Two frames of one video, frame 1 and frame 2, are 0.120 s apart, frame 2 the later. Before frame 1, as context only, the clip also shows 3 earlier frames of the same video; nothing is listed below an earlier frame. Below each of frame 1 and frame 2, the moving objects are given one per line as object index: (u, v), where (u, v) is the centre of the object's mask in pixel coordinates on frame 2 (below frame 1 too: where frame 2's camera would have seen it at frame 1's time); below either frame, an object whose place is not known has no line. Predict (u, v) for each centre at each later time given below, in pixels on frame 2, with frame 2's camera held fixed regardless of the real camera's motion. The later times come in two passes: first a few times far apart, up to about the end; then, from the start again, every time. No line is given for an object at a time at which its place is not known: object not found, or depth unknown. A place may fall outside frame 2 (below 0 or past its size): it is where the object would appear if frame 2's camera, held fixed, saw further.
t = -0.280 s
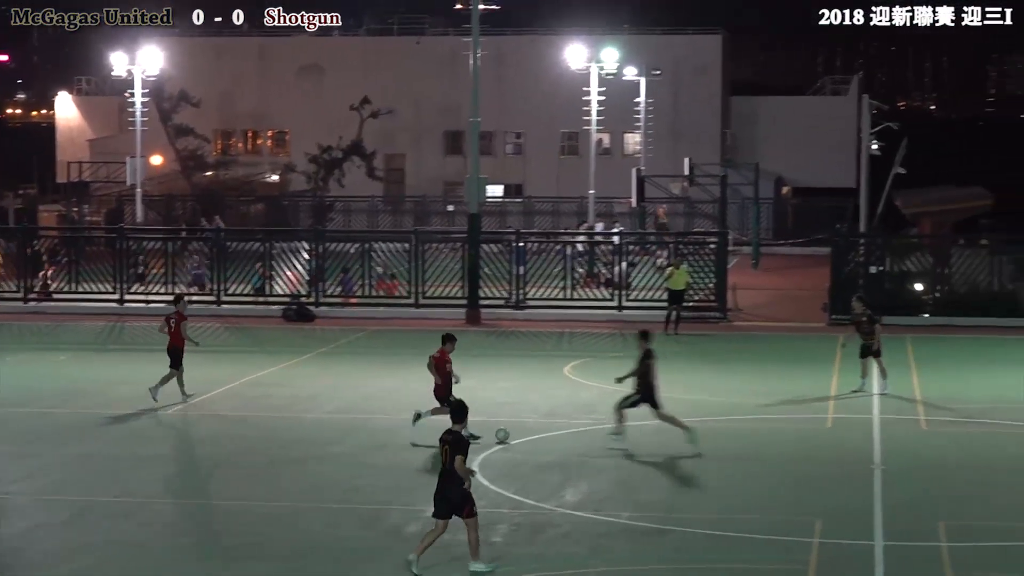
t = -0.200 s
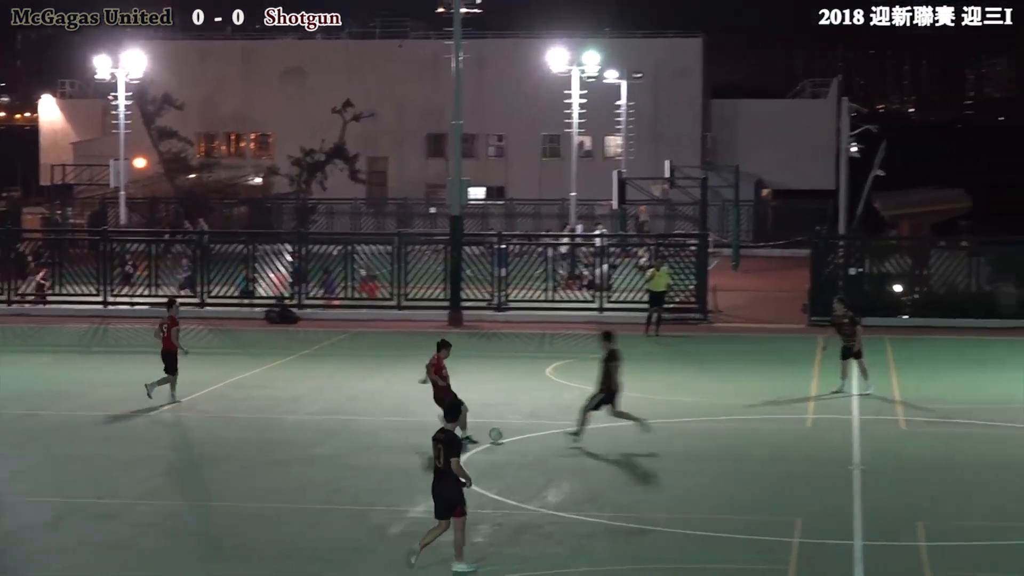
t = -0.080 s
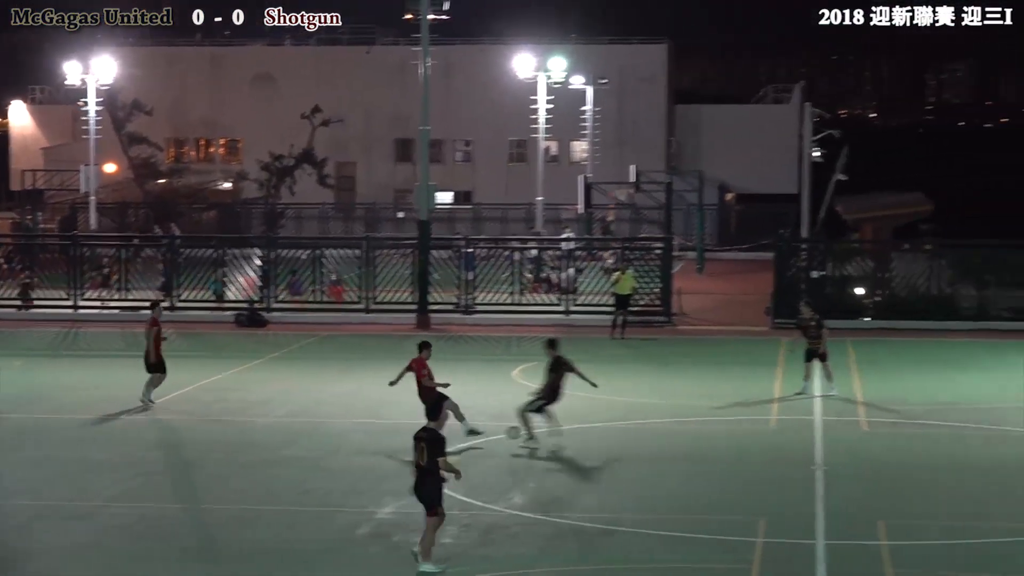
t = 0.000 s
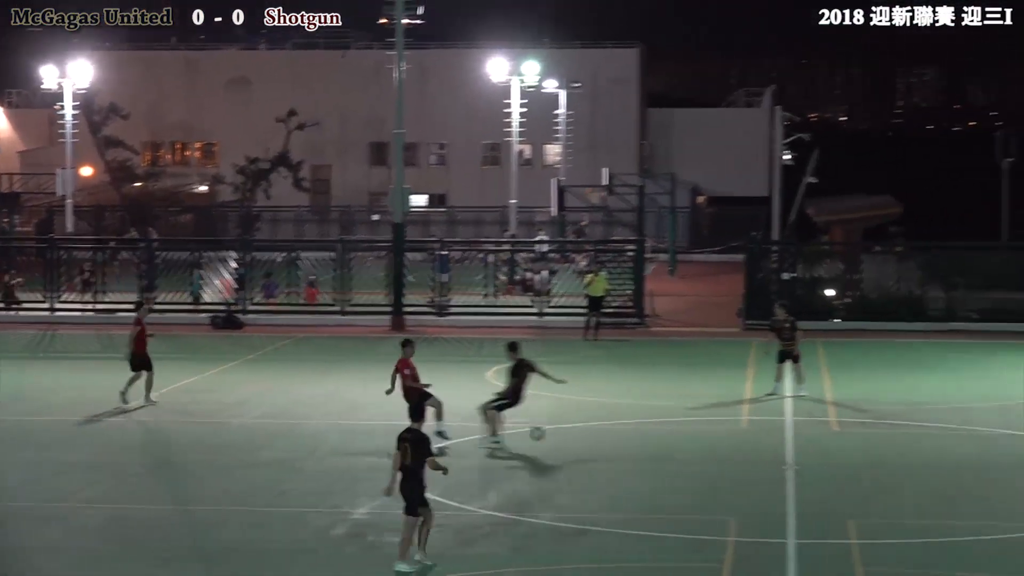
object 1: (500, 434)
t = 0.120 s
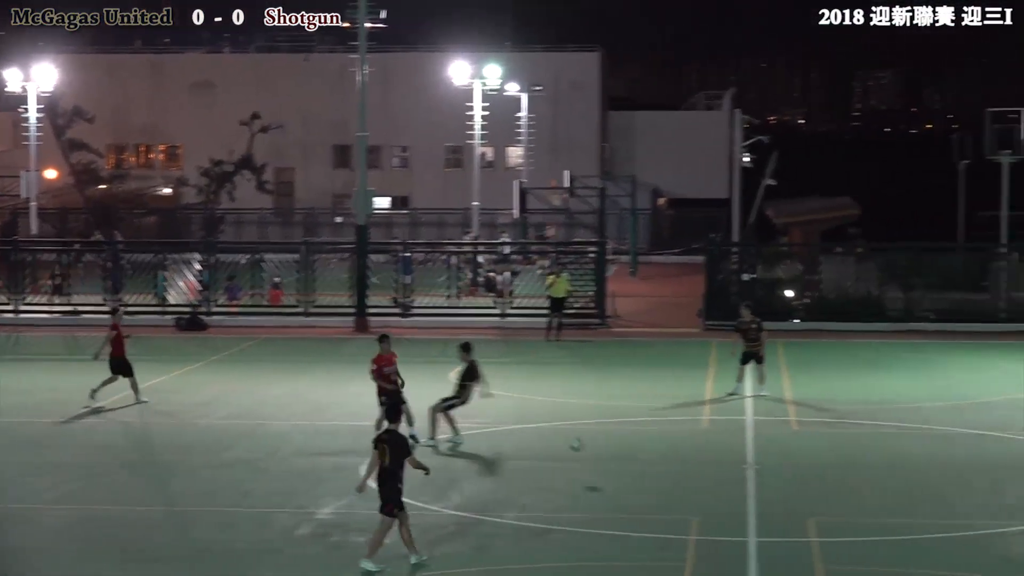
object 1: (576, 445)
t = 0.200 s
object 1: (626, 457)
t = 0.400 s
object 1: (757, 512)
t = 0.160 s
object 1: (602, 452)
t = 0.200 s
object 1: (626, 457)
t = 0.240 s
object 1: (654, 468)
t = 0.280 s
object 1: (680, 479)
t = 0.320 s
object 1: (706, 490)
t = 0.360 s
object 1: (734, 507)
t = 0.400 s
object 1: (757, 512)
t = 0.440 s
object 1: (777, 510)
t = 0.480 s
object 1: (796, 511)
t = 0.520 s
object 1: (816, 513)
